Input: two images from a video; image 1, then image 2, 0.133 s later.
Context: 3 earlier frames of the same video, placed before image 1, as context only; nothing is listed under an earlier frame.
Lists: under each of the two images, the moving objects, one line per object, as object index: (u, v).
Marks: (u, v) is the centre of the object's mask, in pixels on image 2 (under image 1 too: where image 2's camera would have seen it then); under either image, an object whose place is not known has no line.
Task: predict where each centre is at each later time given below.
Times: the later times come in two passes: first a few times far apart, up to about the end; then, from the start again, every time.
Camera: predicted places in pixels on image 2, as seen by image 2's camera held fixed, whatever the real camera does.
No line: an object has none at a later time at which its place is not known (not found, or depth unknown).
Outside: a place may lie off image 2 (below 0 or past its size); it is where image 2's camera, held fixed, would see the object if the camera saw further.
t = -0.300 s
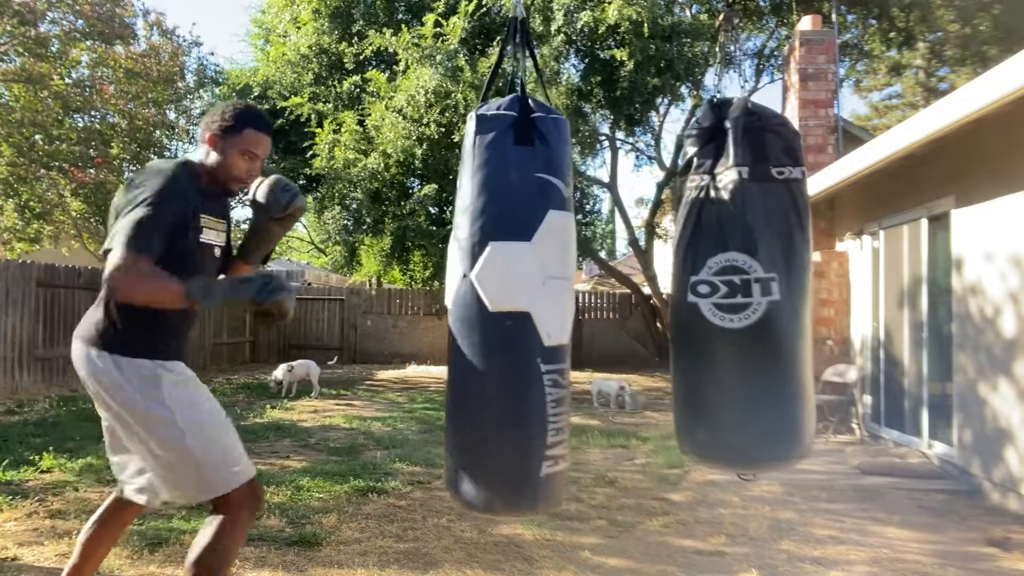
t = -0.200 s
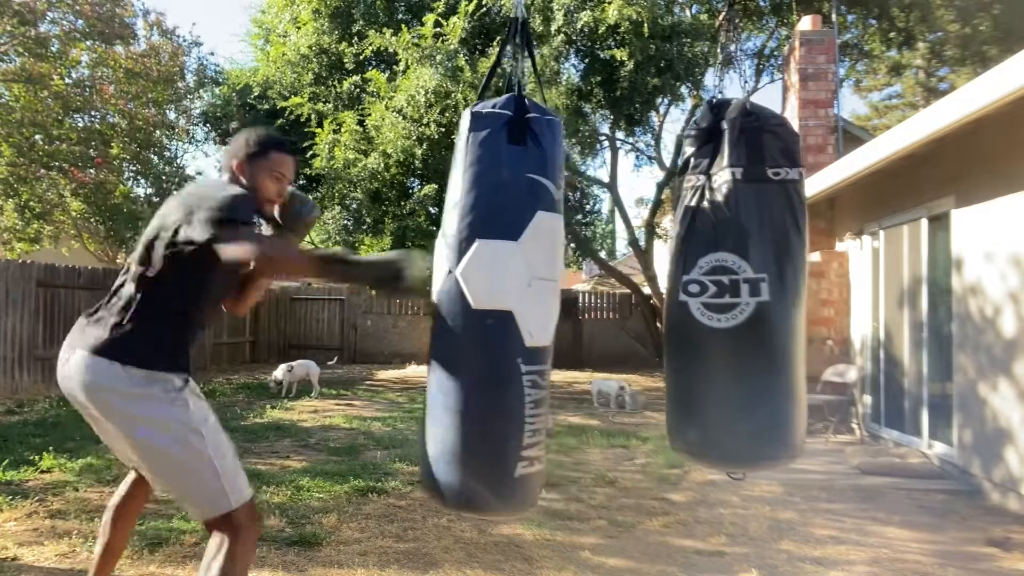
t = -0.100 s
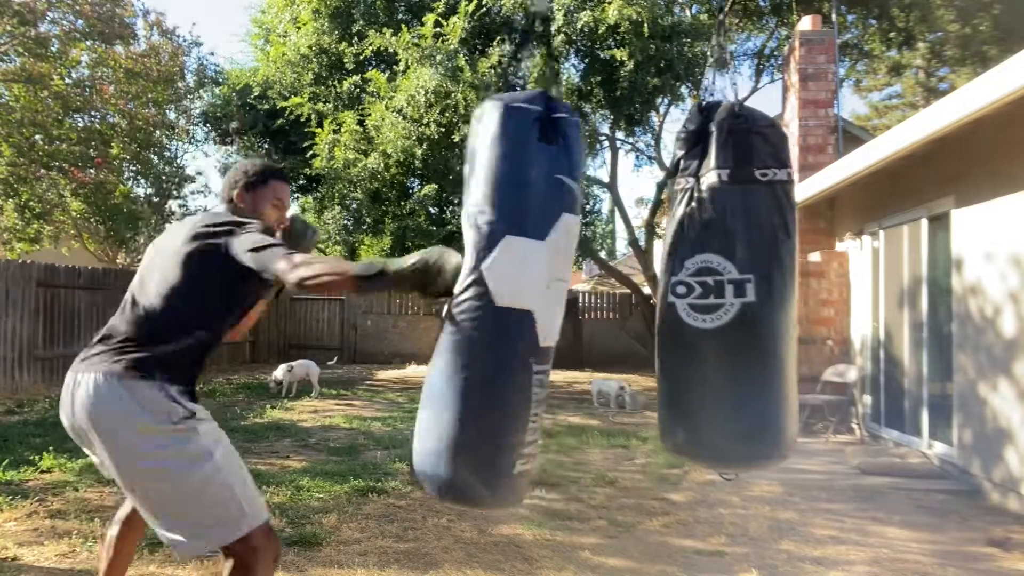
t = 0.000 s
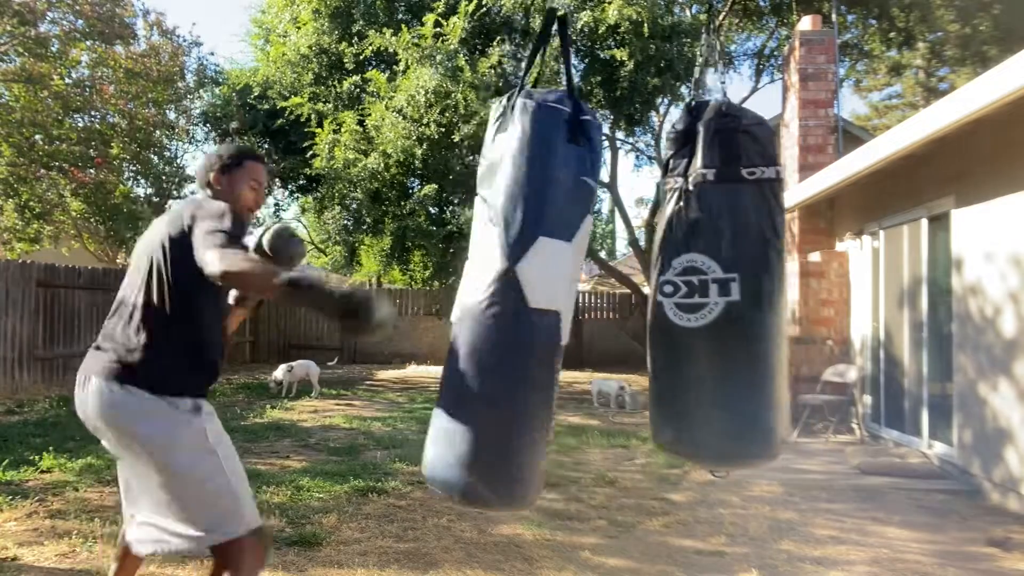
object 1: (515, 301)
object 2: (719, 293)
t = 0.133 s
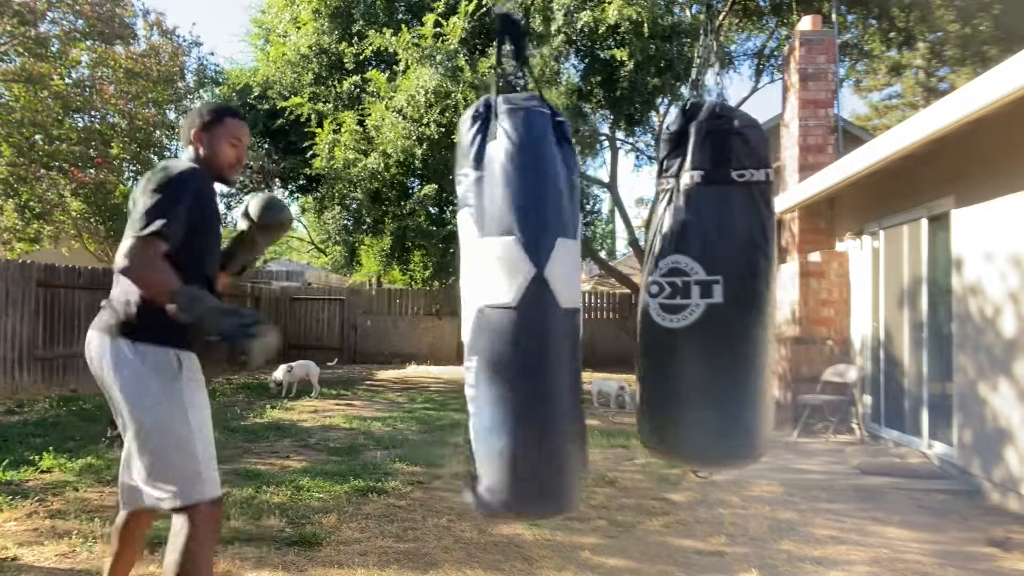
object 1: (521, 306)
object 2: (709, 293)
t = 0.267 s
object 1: (532, 307)
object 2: (699, 295)
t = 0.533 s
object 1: (566, 305)
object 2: (687, 292)
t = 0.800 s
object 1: (542, 306)
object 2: (680, 295)
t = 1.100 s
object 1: (517, 312)
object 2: (689, 303)
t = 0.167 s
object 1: (522, 307)
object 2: (707, 295)
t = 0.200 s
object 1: (525, 307)
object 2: (704, 295)
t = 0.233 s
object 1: (528, 307)
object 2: (702, 295)
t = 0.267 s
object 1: (532, 307)
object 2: (699, 295)
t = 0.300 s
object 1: (537, 308)
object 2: (696, 296)
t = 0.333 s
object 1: (542, 310)
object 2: (693, 296)
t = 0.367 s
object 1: (547, 310)
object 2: (690, 295)
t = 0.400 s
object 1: (553, 310)
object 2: (688, 294)
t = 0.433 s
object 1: (558, 309)
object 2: (687, 293)
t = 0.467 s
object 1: (562, 307)
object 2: (687, 292)
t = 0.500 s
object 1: (564, 305)
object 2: (687, 291)
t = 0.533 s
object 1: (566, 305)
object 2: (687, 292)
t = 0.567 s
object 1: (566, 305)
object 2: (686, 290)
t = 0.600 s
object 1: (565, 307)
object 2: (685, 290)
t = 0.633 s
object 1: (562, 308)
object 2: (684, 291)
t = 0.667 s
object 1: (558, 309)
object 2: (683, 292)
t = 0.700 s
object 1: (553, 308)
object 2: (682, 293)
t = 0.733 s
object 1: (549, 308)
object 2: (681, 293)
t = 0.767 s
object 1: (545, 306)
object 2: (681, 294)
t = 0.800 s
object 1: (542, 306)
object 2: (680, 295)
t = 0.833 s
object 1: (539, 309)
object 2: (680, 296)
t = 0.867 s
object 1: (536, 307)
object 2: (680, 299)
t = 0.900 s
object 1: (533, 309)
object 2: (680, 302)
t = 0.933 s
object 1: (532, 312)
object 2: (682, 303)
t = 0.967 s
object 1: (530, 313)
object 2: (684, 303)
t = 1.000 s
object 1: (528, 313)
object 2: (685, 303)
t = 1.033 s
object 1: (525, 313)
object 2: (686, 303)
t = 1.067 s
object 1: (521, 312)
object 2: (688, 303)
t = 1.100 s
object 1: (517, 312)
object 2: (689, 303)
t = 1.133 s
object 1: (513, 312)
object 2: (691, 303)
